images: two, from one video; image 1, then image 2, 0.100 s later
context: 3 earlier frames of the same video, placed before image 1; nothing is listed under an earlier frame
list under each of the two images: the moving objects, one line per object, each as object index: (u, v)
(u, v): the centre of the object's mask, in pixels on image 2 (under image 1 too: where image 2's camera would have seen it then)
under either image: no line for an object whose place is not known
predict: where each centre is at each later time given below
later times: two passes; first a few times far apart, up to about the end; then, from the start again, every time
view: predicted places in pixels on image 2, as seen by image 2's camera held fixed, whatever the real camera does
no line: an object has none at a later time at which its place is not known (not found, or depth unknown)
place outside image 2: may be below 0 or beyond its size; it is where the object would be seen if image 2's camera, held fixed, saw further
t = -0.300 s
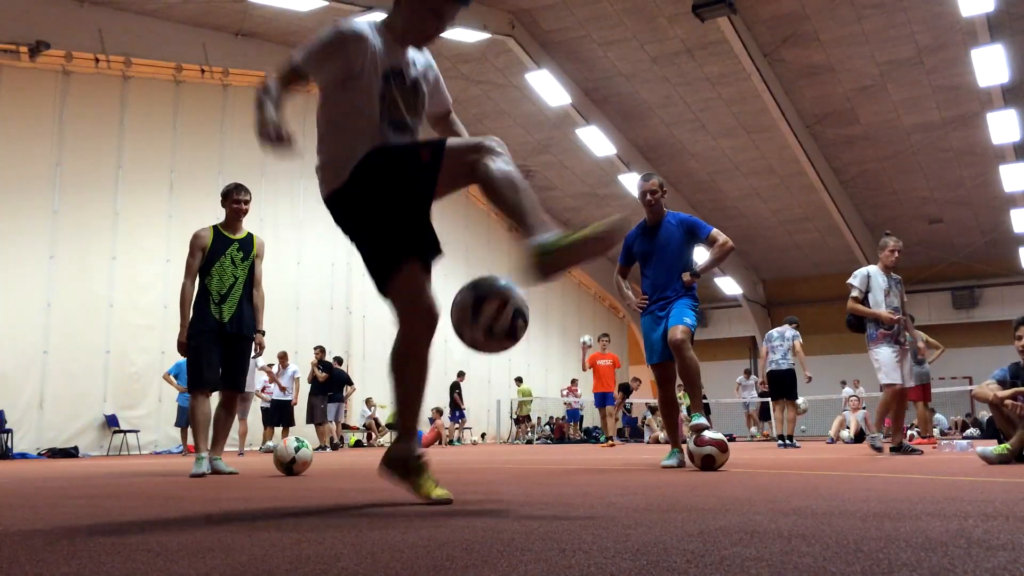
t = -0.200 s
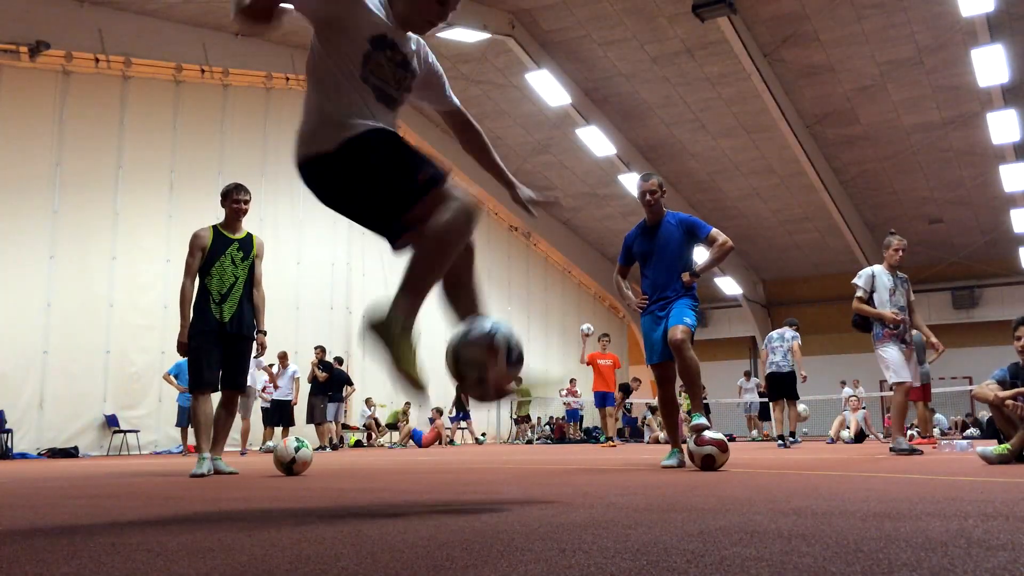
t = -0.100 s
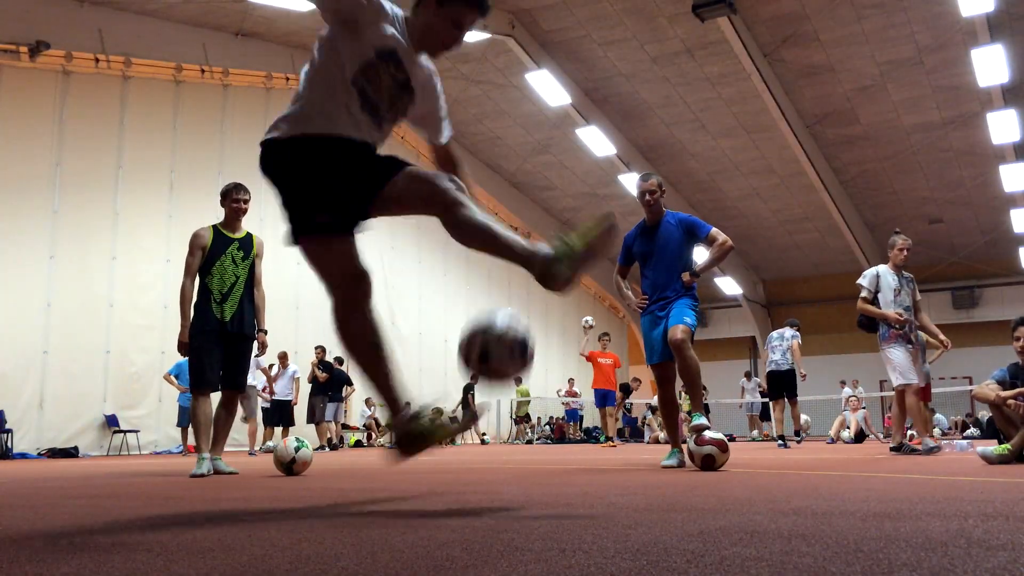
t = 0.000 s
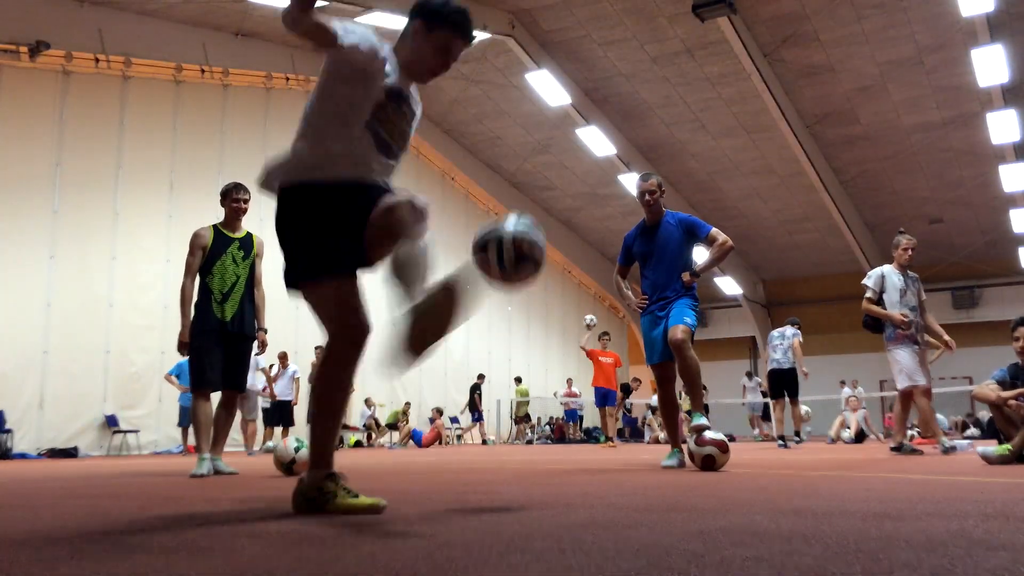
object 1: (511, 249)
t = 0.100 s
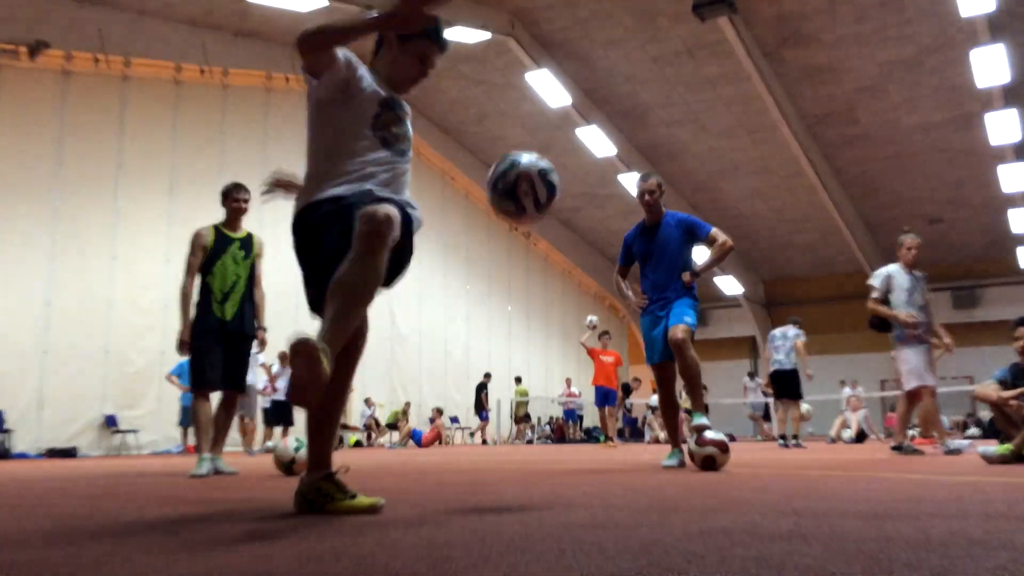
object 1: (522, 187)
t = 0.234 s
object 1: (540, 151)
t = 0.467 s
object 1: (571, 217)
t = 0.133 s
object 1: (527, 171)
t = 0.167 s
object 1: (531, 162)
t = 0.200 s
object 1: (535, 155)
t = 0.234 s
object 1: (540, 151)
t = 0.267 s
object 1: (544, 150)
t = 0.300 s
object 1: (548, 154)
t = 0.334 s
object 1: (553, 160)
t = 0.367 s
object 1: (557, 169)
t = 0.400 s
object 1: (562, 182)
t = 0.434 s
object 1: (567, 199)
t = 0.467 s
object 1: (571, 217)
